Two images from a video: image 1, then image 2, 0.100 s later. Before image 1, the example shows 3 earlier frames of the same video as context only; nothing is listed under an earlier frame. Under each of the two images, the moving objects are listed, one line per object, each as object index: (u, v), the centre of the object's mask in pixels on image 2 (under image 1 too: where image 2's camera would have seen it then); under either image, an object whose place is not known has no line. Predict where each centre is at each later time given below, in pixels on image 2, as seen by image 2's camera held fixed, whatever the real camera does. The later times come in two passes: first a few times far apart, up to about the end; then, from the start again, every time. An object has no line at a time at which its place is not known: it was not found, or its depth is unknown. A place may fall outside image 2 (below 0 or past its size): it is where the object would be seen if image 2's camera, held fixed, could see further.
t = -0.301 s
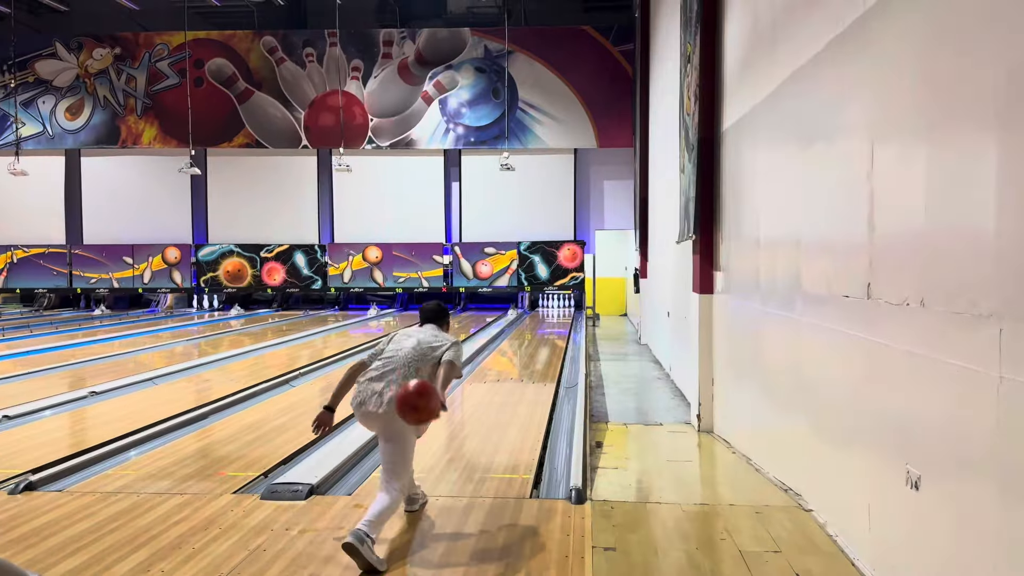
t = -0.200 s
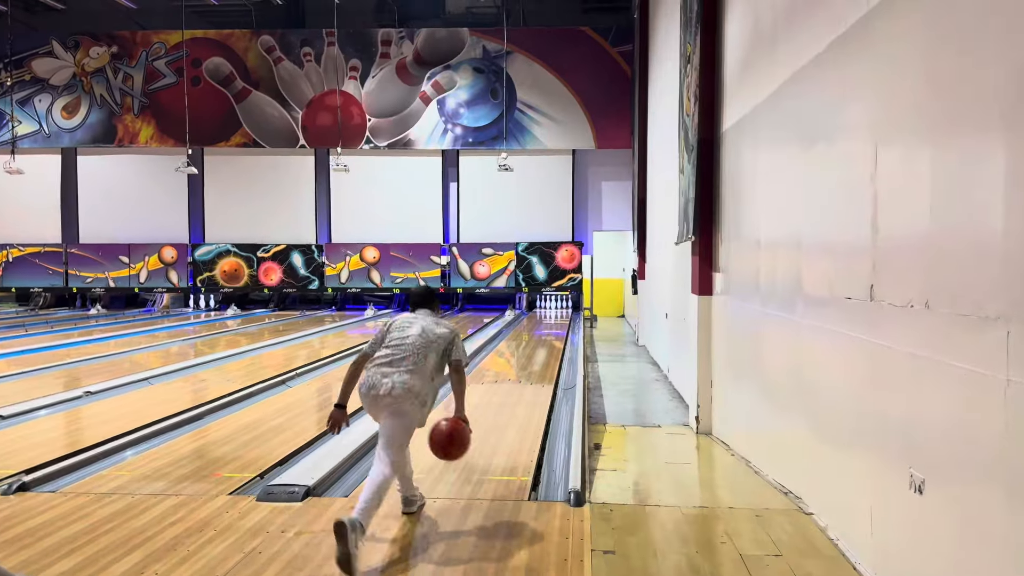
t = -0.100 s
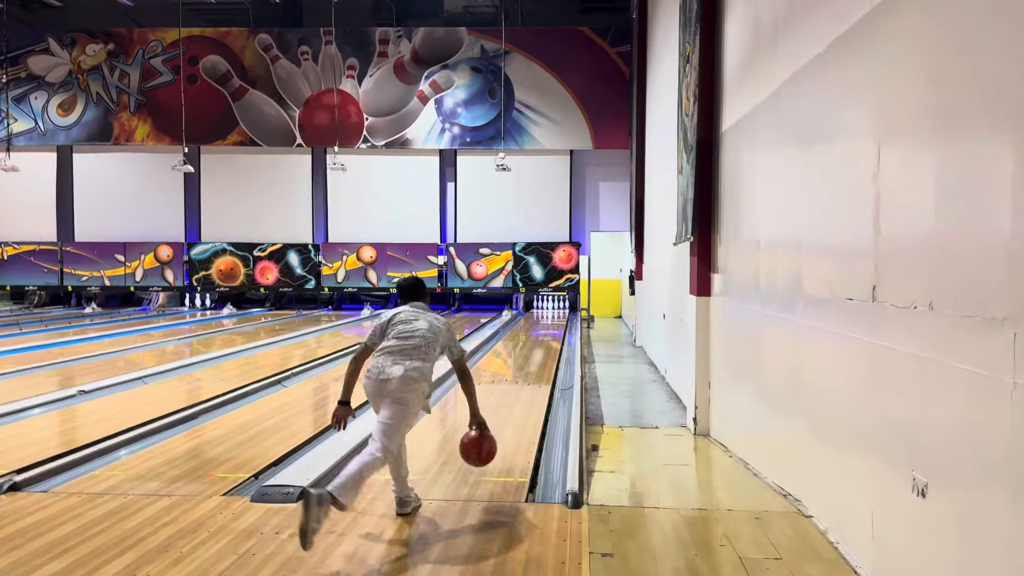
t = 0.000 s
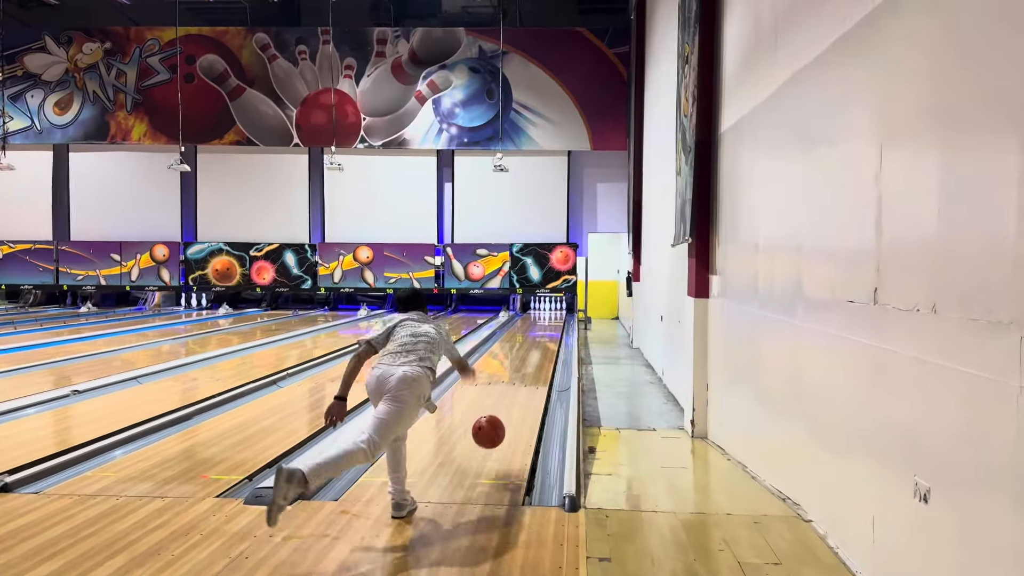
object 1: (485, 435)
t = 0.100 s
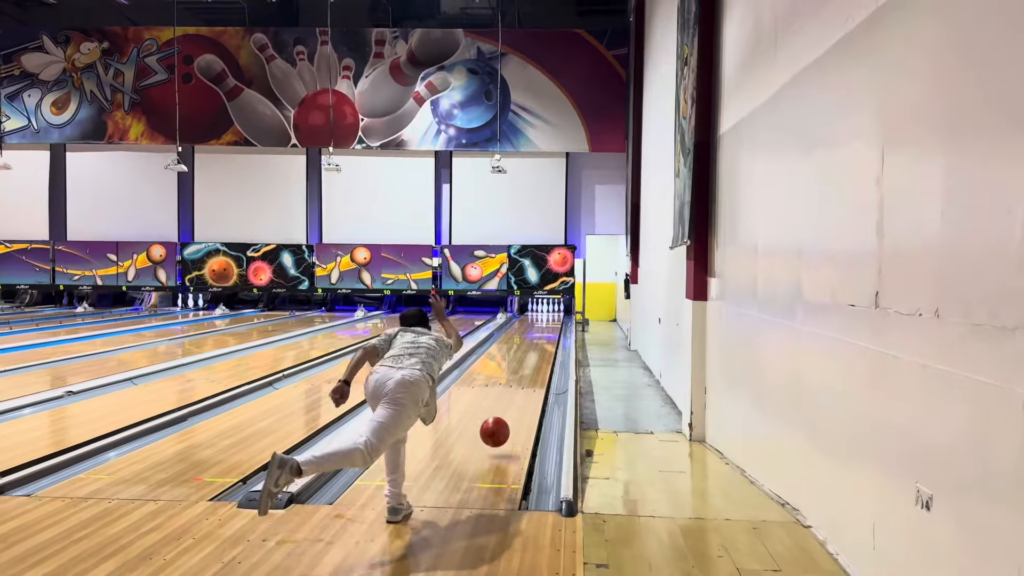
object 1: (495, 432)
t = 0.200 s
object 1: (502, 421)
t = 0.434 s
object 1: (515, 395)
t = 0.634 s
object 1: (522, 376)
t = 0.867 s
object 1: (529, 361)
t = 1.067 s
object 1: (533, 351)
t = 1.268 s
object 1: (537, 342)
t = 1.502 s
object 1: (540, 335)
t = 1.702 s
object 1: (542, 329)
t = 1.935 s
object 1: (544, 324)
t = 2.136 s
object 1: (545, 321)
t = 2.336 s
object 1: (546, 318)
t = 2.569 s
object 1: (547, 314)
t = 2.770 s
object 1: (547, 312)
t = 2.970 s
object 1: (548, 310)
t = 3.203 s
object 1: (554, 309)
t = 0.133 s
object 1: (497, 434)
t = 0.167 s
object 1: (500, 427)
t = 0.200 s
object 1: (502, 421)
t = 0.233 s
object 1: (504, 418)
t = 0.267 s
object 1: (507, 413)
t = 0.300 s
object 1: (509, 408)
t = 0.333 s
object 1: (510, 404)
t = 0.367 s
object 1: (511, 402)
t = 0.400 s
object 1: (513, 398)
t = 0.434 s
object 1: (515, 395)
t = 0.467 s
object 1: (516, 391)
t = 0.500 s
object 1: (517, 388)
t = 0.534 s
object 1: (519, 385)
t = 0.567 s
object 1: (520, 382)
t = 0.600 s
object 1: (521, 379)
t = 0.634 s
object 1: (522, 376)
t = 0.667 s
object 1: (523, 374)
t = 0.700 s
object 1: (524, 371)
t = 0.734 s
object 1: (526, 369)
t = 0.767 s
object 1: (527, 367)
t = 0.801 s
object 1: (527, 365)
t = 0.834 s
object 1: (528, 363)
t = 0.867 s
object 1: (529, 361)
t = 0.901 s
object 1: (530, 359)
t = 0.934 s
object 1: (531, 357)
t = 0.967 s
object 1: (531, 355)
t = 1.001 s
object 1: (532, 354)
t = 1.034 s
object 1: (532, 352)
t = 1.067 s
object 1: (533, 351)
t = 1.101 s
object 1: (534, 349)
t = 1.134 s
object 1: (534, 348)
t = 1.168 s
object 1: (535, 346)
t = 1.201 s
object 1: (536, 345)
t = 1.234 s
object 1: (536, 344)
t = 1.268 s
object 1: (537, 342)
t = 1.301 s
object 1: (537, 342)
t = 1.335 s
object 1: (537, 340)
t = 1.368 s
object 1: (538, 339)
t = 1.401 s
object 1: (538, 338)
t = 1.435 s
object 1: (539, 337)
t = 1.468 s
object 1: (540, 336)
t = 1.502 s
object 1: (540, 335)
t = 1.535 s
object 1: (540, 334)
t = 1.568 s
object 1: (541, 333)
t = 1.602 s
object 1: (541, 332)
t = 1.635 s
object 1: (541, 331)
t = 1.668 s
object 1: (542, 330)
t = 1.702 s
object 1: (542, 329)
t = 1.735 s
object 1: (542, 329)
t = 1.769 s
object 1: (543, 328)
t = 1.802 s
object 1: (543, 327)
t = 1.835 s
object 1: (543, 327)
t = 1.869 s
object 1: (544, 326)
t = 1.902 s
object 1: (544, 325)
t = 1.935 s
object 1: (544, 324)
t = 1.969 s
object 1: (544, 324)
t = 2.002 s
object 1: (544, 323)
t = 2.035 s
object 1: (545, 323)
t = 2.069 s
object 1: (545, 322)
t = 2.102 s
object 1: (545, 321)
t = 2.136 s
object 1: (545, 321)
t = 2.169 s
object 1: (545, 320)
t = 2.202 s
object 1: (546, 319)
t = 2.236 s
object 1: (546, 319)
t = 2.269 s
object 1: (546, 319)
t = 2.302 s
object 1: (546, 318)
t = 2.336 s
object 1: (546, 318)
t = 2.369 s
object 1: (546, 317)
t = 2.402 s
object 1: (546, 317)
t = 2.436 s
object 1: (547, 316)
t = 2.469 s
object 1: (547, 316)
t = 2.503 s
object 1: (547, 315)
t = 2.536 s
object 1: (547, 315)
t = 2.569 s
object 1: (547, 314)
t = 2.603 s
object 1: (547, 314)
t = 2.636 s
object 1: (547, 314)
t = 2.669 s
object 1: (547, 313)
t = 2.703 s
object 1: (547, 313)
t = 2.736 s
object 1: (547, 313)
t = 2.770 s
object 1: (547, 312)
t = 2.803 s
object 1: (547, 312)
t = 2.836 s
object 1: (548, 311)
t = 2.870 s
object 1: (548, 311)
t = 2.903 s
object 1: (548, 311)
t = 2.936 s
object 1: (548, 310)
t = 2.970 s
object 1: (548, 310)
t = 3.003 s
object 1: (548, 310)
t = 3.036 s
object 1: (550, 309)
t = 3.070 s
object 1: (550, 309)
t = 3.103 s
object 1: (552, 309)
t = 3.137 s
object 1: (552, 309)
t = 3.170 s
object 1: (553, 309)
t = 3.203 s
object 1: (554, 309)
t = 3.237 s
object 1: (555, 309)
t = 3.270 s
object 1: (555, 309)
